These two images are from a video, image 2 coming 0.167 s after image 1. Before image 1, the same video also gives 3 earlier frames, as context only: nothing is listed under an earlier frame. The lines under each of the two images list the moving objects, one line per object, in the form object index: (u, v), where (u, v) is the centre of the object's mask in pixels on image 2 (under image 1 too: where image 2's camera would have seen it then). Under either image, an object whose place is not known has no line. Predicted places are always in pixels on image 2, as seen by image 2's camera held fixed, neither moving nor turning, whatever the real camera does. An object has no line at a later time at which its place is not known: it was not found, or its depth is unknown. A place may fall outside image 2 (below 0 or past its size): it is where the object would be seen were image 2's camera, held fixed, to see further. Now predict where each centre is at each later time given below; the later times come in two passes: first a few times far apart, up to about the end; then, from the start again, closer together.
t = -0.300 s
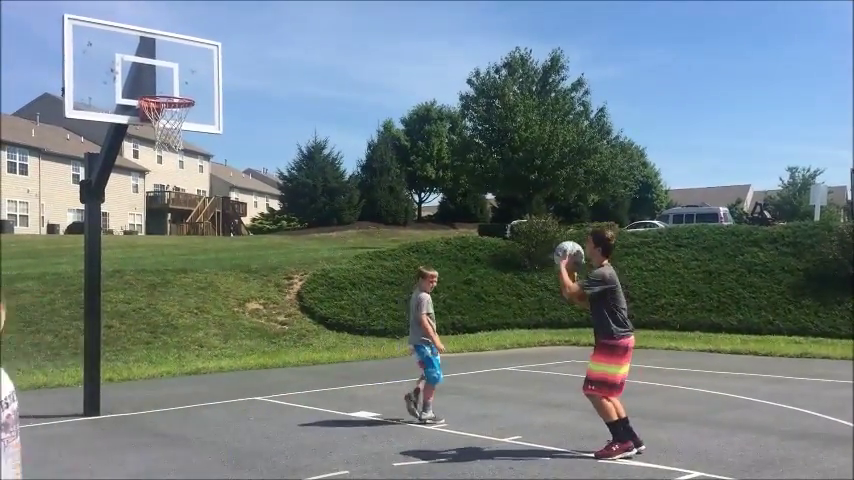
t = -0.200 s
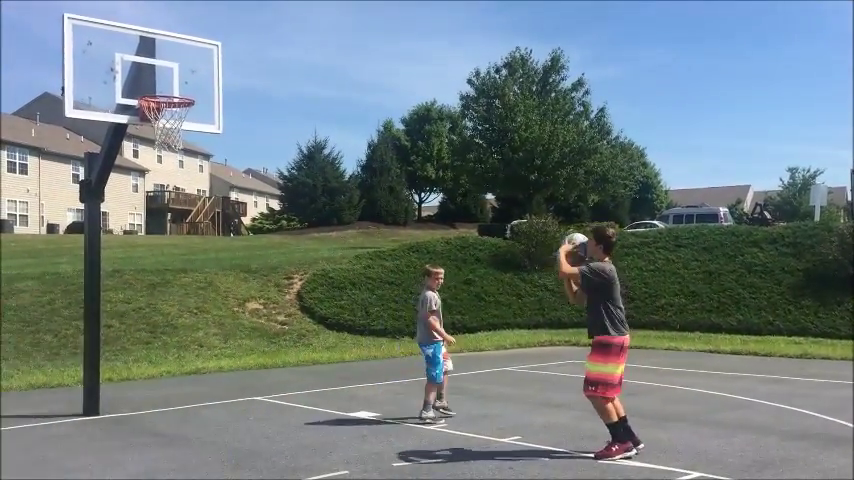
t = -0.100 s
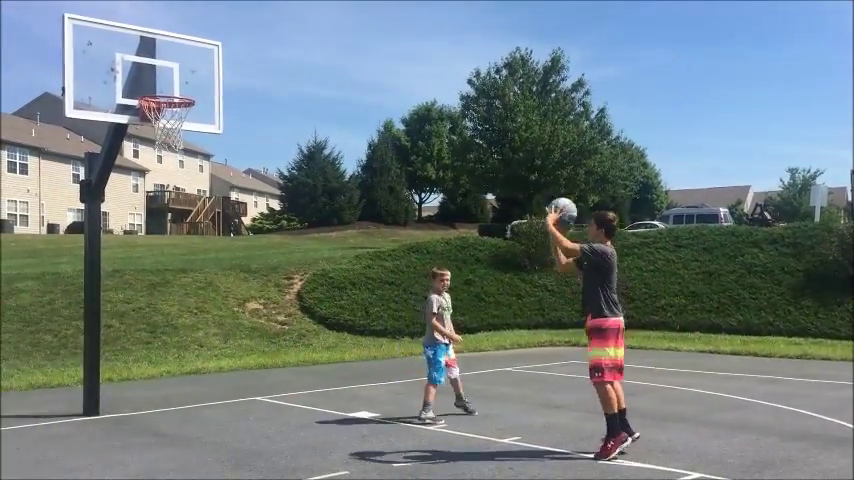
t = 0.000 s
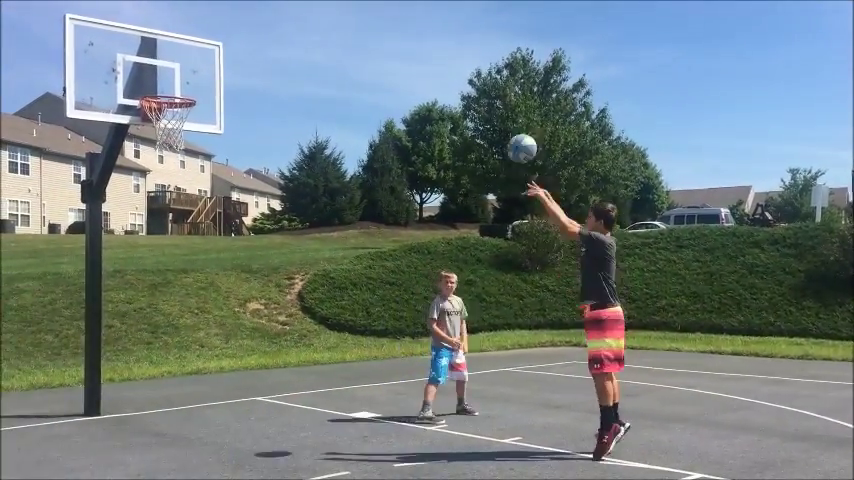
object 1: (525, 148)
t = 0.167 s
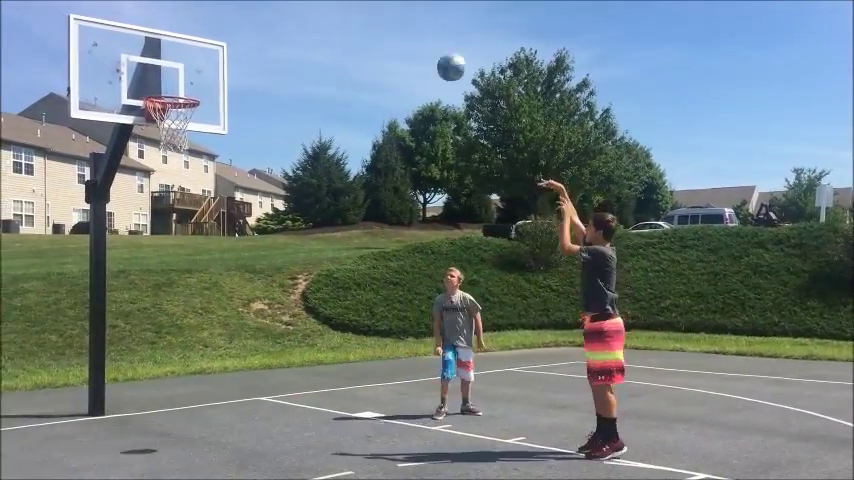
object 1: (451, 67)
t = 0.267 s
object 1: (409, 35)
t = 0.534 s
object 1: (307, 11)
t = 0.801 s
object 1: (218, 62)
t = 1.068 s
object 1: (169, 104)
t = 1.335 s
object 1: (193, 121)
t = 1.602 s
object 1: (180, 170)
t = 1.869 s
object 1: (166, 290)
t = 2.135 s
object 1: (151, 376)
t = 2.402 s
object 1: (137, 263)
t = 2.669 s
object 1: (124, 228)
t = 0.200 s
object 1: (437, 54)
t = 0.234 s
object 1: (423, 44)
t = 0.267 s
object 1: (409, 35)
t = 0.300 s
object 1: (396, 27)
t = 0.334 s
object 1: (382, 20)
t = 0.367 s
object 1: (369, 15)
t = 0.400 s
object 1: (356, 12)
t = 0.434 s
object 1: (343, 11)
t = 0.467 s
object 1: (331, 11)
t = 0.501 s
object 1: (319, 11)
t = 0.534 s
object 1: (307, 11)
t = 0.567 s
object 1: (295, 13)
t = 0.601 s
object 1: (283, 15)
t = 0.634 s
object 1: (272, 20)
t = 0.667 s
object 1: (261, 25)
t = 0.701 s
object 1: (250, 33)
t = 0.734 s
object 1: (239, 41)
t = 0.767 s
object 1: (229, 51)
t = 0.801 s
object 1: (218, 62)
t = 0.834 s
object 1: (207, 72)
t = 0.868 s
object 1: (197, 85)
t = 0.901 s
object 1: (189, 89)
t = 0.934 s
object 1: (180, 89)
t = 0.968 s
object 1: (171, 90)
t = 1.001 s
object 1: (164, 99)
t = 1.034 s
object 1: (164, 101)
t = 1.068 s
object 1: (169, 104)
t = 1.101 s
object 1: (175, 107)
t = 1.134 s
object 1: (180, 111)
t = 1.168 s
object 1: (185, 114)
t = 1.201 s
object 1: (189, 116)
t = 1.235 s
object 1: (192, 118)
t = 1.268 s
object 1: (194, 119)
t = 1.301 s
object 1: (193, 119)
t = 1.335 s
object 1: (193, 121)
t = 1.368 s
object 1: (192, 123)
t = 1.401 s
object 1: (191, 128)
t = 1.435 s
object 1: (189, 132)
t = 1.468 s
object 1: (187, 138)
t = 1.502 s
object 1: (184, 144)
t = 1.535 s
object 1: (185, 152)
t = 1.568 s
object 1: (182, 160)
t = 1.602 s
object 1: (180, 170)
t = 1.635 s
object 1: (176, 182)
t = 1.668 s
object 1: (177, 194)
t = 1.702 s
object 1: (174, 207)
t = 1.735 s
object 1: (173, 220)
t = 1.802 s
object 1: (169, 255)
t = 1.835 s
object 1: (168, 271)
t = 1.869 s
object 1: (166, 290)
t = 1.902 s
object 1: (165, 310)
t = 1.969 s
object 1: (160, 356)
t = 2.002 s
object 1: (159, 380)
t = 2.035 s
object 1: (157, 406)
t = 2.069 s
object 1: (155, 416)
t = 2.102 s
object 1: (153, 396)
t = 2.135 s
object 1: (151, 376)
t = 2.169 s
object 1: (149, 358)
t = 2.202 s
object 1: (148, 341)
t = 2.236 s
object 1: (145, 325)
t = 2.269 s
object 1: (143, 310)
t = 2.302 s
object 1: (142, 296)
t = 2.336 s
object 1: (140, 285)
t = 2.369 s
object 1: (138, 274)
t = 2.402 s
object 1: (137, 263)
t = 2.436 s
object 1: (135, 255)
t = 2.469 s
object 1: (133, 248)
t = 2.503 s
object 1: (132, 241)
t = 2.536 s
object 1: (130, 237)
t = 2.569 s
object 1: (129, 233)
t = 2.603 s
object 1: (127, 230)
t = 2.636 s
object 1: (126, 228)
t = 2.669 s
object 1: (124, 228)
